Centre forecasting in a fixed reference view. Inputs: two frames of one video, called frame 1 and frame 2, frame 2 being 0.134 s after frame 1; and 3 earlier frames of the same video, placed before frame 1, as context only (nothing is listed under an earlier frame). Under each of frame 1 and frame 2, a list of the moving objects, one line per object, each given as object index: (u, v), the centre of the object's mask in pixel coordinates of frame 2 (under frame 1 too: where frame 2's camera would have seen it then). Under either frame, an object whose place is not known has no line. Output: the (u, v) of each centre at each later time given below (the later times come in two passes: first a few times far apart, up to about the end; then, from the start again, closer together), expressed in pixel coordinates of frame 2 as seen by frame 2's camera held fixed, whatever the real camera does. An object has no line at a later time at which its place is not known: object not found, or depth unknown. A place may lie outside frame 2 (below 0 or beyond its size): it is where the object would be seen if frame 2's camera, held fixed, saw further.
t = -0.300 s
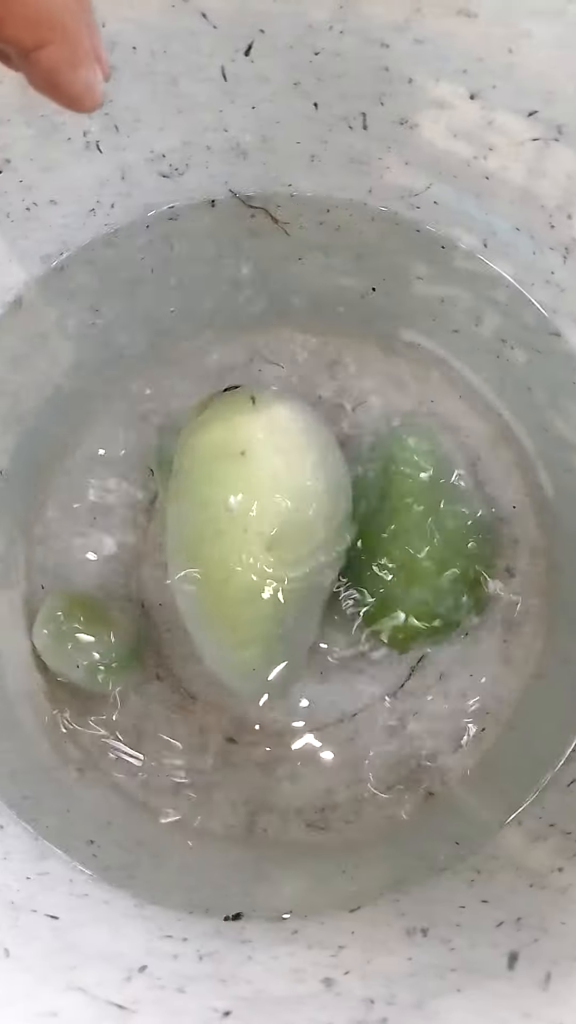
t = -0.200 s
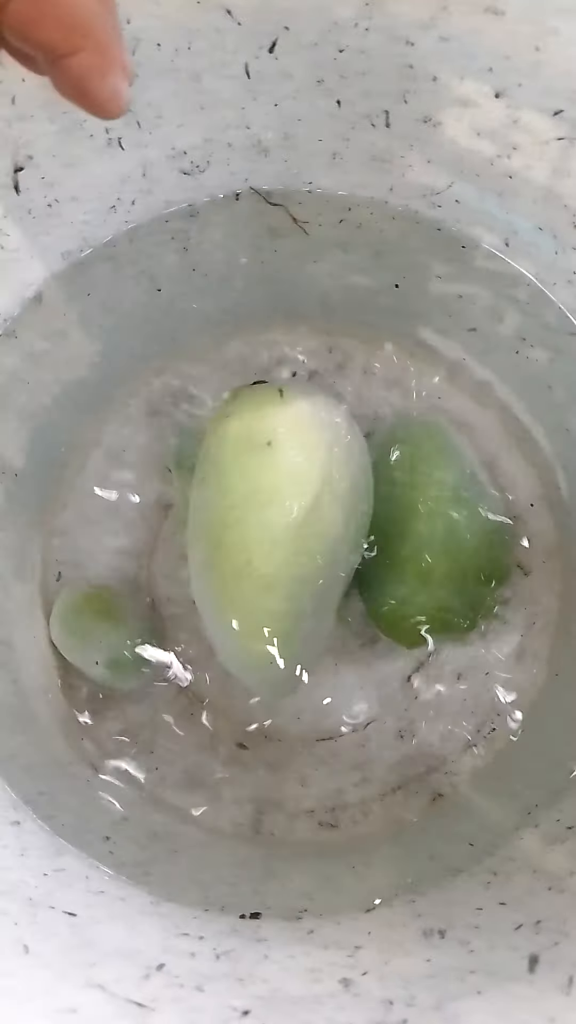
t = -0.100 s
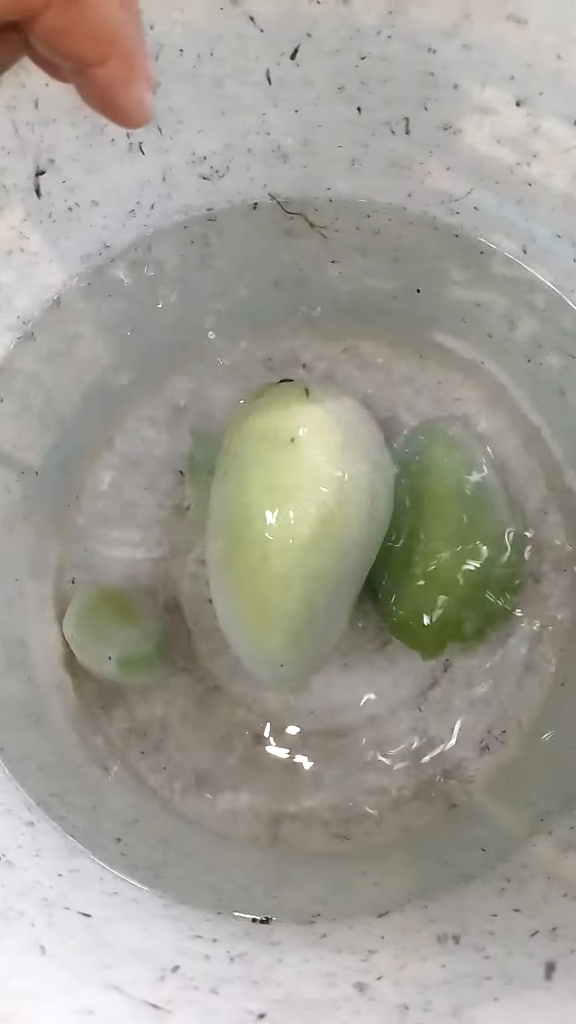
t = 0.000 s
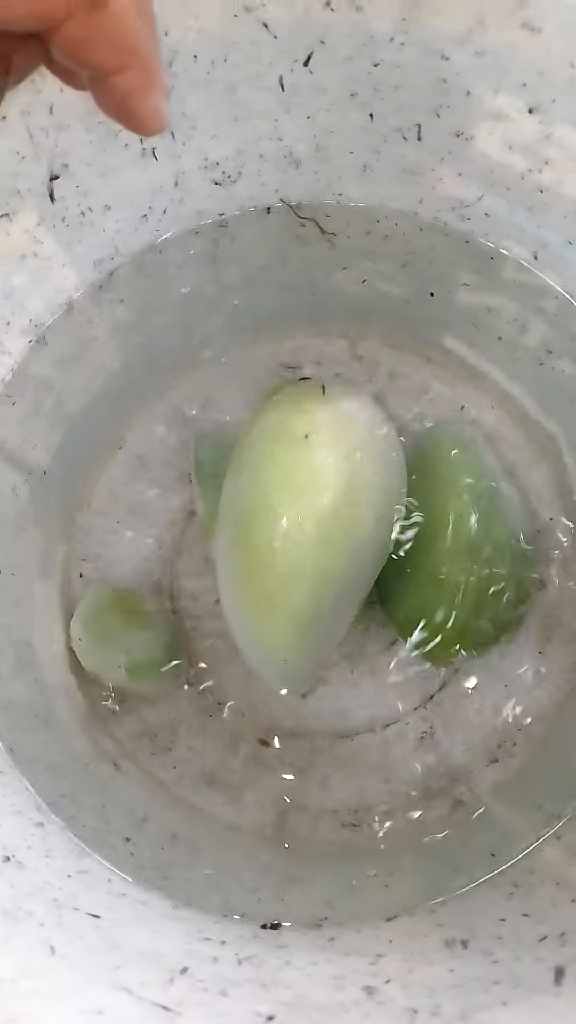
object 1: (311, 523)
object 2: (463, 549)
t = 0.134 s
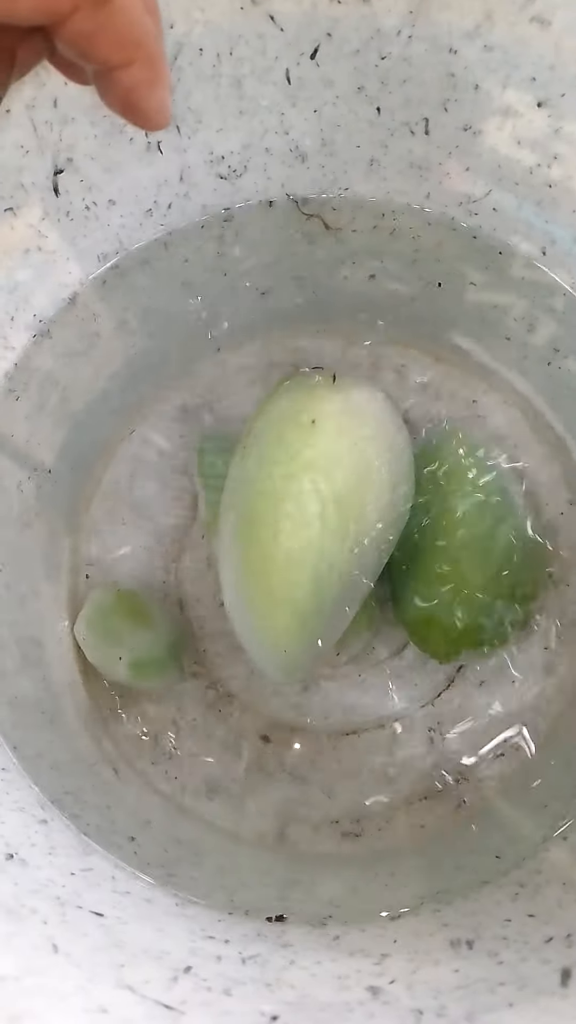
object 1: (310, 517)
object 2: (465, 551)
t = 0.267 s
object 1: (313, 506)
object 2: (461, 553)
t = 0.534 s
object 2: (465, 554)
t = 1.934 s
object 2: (450, 548)
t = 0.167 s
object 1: (310, 516)
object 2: (465, 548)
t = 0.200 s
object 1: (311, 513)
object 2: (464, 549)
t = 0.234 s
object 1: (311, 509)
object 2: (463, 549)
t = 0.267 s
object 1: (313, 506)
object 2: (461, 553)
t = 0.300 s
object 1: (314, 506)
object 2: (463, 554)
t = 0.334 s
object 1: (315, 503)
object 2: (464, 552)
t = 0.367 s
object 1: (317, 501)
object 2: (464, 551)
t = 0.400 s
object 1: (319, 500)
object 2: (465, 553)
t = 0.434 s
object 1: (320, 498)
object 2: (466, 552)
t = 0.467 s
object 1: (320, 497)
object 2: (465, 554)
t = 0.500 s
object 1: (322, 495)
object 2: (466, 554)
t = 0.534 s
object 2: (465, 554)
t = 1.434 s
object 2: (461, 550)
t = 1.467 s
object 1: (346, 430)
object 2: (460, 550)
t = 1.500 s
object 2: (457, 551)
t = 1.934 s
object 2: (450, 548)
